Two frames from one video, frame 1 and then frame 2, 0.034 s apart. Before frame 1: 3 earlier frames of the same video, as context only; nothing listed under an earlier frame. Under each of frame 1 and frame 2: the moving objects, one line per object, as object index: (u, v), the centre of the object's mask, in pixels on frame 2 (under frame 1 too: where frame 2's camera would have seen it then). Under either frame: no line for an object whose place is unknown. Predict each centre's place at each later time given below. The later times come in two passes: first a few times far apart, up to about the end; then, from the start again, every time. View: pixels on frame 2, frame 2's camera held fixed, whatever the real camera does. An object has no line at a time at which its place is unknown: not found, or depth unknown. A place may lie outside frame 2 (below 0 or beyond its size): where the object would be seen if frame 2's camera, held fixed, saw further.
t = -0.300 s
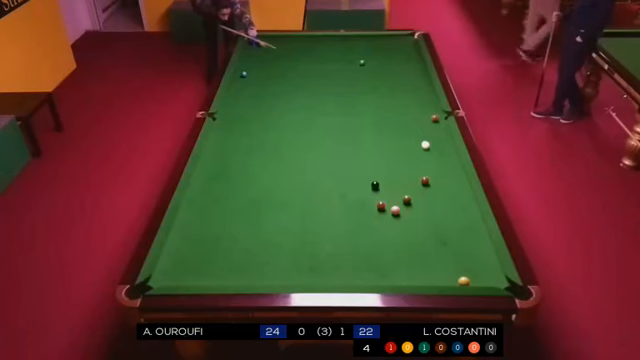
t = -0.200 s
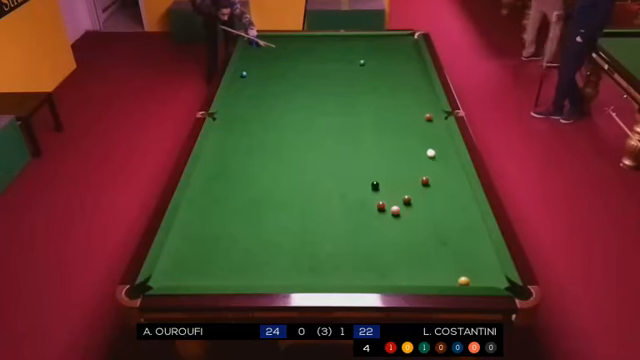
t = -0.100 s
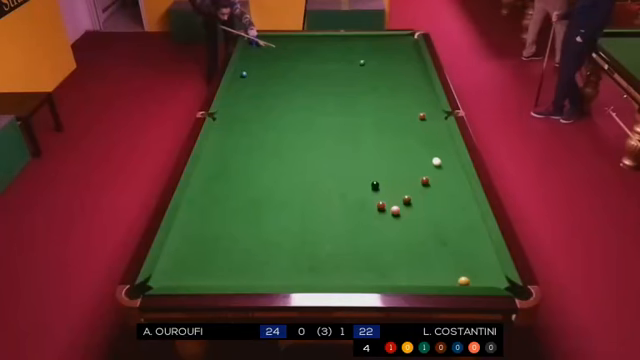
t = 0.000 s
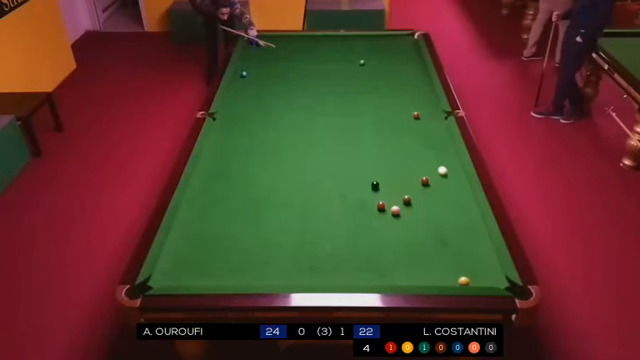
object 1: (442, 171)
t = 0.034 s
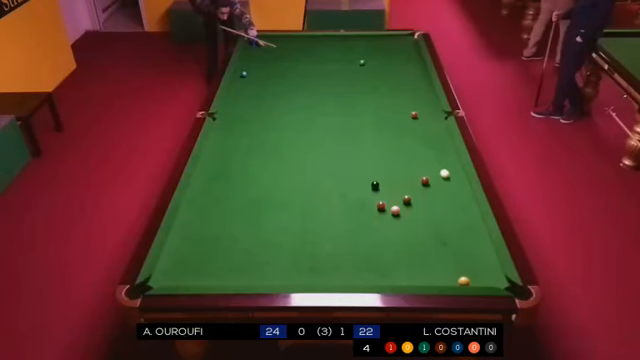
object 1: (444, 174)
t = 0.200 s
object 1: (455, 189)
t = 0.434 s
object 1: (471, 213)
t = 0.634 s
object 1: (484, 236)
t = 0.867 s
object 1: (488, 262)
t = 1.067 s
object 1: (491, 281)
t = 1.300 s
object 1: (488, 263)
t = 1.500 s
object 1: (486, 249)
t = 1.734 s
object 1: (484, 234)
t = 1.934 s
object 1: (479, 224)
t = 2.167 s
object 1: (473, 213)
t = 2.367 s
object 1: (469, 205)
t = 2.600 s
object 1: (464, 197)
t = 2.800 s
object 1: (461, 190)
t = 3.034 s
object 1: (457, 183)
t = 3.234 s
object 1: (455, 178)
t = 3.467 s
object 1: (452, 172)
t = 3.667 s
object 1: (450, 168)
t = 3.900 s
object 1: (447, 164)
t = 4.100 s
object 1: (446, 161)
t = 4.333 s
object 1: (444, 158)
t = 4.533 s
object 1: (443, 156)
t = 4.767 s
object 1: (441, 154)
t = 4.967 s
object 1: (441, 153)
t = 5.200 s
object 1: (440, 151)
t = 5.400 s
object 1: (440, 150)
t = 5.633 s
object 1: (439, 150)
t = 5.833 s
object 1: (439, 150)
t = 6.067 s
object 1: (439, 150)
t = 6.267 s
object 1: (439, 150)
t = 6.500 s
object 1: (439, 150)
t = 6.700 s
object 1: (439, 150)
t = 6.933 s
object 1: (439, 150)
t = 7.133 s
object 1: (439, 150)
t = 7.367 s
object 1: (439, 150)
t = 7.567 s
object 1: (439, 150)
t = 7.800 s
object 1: (439, 150)
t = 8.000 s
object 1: (439, 150)
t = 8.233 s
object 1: (439, 150)
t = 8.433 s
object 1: (439, 150)
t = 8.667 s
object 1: (439, 150)
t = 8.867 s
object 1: (439, 150)
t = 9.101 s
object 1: (439, 150)
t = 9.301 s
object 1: (439, 150)
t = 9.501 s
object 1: (439, 150)
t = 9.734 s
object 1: (439, 150)
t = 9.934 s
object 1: (439, 150)
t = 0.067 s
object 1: (446, 177)
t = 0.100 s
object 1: (449, 180)
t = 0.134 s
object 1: (451, 183)
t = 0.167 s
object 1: (453, 186)
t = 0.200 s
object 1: (455, 189)
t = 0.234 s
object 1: (457, 193)
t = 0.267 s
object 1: (459, 196)
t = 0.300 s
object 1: (462, 200)
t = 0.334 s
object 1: (464, 203)
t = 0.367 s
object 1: (467, 207)
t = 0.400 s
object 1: (469, 210)
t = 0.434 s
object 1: (471, 213)
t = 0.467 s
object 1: (474, 217)
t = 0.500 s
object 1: (476, 221)
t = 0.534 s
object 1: (478, 225)
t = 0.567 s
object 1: (481, 229)
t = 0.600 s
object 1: (483, 233)
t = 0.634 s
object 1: (484, 236)
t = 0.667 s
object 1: (484, 240)
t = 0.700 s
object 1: (485, 243)
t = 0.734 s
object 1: (485, 247)
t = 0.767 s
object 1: (486, 250)
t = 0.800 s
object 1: (487, 254)
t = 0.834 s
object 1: (487, 258)
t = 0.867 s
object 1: (488, 262)
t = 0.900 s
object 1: (488, 265)
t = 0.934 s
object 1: (489, 269)
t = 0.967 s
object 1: (490, 273)
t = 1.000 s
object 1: (491, 277)
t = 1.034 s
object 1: (491, 281)
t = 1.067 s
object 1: (491, 281)
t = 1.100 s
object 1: (491, 279)
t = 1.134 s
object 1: (490, 276)
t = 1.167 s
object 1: (490, 273)
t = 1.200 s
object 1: (490, 271)
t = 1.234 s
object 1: (489, 268)
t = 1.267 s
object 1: (489, 266)
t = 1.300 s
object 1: (488, 263)
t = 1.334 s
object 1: (488, 261)
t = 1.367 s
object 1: (488, 258)
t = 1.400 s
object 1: (487, 256)
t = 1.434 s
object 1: (487, 254)
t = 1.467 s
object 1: (487, 251)
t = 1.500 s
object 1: (486, 249)
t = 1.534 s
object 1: (486, 247)
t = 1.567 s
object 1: (486, 245)
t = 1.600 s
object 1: (485, 243)
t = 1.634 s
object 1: (485, 241)
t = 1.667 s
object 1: (485, 239)
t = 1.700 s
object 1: (484, 236)
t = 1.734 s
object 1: (484, 234)
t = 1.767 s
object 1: (483, 233)
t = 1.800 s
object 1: (482, 231)
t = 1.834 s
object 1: (481, 229)
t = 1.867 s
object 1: (480, 227)
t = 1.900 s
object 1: (480, 225)
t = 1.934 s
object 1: (479, 224)
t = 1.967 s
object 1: (478, 222)
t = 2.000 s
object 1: (477, 220)
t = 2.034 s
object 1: (476, 219)
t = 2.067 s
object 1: (475, 218)
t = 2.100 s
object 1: (474, 216)
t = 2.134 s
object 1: (474, 215)
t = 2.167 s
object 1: (473, 213)
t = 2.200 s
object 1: (472, 212)
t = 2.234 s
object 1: (471, 210)
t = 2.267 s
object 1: (471, 209)
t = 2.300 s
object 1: (470, 208)
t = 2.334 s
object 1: (469, 206)
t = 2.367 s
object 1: (469, 205)
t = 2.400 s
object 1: (468, 204)
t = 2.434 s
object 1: (468, 202)
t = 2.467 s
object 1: (467, 201)
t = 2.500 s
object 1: (467, 200)
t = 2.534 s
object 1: (466, 199)
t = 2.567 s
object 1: (465, 198)
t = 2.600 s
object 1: (464, 197)
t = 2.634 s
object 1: (464, 195)
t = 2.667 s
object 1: (463, 194)
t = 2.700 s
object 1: (462, 193)
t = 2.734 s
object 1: (462, 192)
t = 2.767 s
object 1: (462, 191)
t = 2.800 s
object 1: (461, 190)
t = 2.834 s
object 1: (460, 189)
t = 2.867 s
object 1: (460, 188)
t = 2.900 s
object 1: (459, 187)
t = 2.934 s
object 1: (459, 186)
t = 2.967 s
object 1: (458, 185)
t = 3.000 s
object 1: (458, 184)
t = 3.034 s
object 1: (457, 183)
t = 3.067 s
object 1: (457, 182)
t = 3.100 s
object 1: (457, 181)
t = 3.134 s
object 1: (456, 180)
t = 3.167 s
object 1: (455, 180)
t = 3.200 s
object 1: (455, 179)
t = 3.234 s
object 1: (455, 178)
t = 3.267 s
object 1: (454, 177)
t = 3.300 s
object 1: (454, 176)
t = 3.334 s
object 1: (453, 175)
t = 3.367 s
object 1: (453, 175)
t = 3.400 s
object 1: (453, 174)
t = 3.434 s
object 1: (452, 173)
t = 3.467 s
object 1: (452, 172)
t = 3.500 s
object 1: (452, 172)
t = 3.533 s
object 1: (451, 171)
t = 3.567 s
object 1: (451, 170)
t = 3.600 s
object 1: (451, 170)
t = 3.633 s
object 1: (450, 169)
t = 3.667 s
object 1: (450, 168)
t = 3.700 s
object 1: (449, 168)
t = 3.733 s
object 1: (449, 167)
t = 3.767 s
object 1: (449, 167)
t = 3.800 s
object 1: (449, 166)
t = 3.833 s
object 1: (448, 165)
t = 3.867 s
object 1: (448, 165)
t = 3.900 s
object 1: (447, 164)
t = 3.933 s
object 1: (447, 164)
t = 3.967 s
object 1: (447, 163)
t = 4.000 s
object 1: (446, 163)
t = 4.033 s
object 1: (446, 162)
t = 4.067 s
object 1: (446, 162)
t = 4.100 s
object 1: (446, 161)
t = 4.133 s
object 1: (445, 161)
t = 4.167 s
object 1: (445, 160)
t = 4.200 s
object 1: (445, 160)
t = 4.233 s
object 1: (445, 159)
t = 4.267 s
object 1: (444, 159)
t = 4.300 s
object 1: (444, 159)
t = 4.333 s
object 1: (444, 158)
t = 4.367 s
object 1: (444, 158)
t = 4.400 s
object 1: (444, 157)
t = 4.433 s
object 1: (443, 157)
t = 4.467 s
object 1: (443, 157)
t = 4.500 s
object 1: (443, 156)
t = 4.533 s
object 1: (443, 156)
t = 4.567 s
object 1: (442, 156)
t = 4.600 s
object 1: (442, 155)
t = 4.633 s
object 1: (442, 155)
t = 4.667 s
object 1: (442, 155)
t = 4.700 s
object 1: (442, 154)
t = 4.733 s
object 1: (442, 154)
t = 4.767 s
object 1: (441, 154)
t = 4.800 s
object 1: (441, 154)
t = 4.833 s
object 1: (441, 153)
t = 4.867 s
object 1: (441, 153)
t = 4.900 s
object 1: (441, 153)
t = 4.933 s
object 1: (441, 153)
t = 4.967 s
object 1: (441, 153)
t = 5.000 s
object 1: (441, 152)
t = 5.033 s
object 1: (440, 152)
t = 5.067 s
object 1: (440, 152)
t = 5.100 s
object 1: (440, 152)
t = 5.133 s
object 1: (440, 152)
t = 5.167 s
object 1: (440, 151)
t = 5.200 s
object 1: (440, 151)
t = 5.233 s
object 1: (440, 151)
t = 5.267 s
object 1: (440, 151)
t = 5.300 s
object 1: (440, 151)
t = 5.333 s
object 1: (440, 151)
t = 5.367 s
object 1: (440, 151)
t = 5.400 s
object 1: (440, 150)
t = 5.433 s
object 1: (440, 150)
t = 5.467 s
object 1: (440, 151)
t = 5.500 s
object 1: (440, 150)
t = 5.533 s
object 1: (439, 150)
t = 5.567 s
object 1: (439, 150)
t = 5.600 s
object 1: (439, 150)
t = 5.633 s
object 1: (439, 150)
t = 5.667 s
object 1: (439, 150)
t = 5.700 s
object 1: (439, 150)
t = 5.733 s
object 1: (439, 150)
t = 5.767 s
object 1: (439, 150)
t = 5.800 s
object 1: (439, 150)
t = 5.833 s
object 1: (439, 150)
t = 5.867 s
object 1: (439, 150)
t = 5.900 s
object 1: (439, 150)
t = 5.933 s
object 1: (439, 150)
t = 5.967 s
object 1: (439, 150)
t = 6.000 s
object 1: (439, 150)
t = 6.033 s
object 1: (439, 150)
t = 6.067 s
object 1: (439, 150)
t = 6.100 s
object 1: (439, 150)
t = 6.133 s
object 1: (439, 150)
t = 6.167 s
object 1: (439, 150)
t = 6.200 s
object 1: (439, 150)
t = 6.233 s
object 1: (439, 150)
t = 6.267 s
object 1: (439, 150)
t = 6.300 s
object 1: (439, 150)
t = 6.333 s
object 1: (439, 150)
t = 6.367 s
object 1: (439, 150)
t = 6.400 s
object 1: (439, 150)
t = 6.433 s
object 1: (439, 150)
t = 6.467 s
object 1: (439, 150)
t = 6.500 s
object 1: (439, 150)
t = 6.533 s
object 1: (439, 150)
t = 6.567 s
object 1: (439, 150)
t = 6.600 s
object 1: (439, 150)
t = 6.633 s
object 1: (439, 150)
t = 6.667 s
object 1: (439, 150)
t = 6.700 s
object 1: (439, 150)
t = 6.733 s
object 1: (439, 150)
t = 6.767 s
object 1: (439, 150)
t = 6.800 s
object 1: (439, 150)
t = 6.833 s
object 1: (439, 150)
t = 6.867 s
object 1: (439, 150)
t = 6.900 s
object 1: (439, 150)
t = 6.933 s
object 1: (439, 150)
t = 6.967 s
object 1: (439, 150)
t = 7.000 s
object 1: (439, 150)
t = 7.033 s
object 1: (439, 150)
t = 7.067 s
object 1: (439, 150)
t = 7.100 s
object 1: (439, 150)
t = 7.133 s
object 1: (439, 150)
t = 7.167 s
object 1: (439, 150)
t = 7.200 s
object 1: (439, 150)
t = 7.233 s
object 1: (439, 150)
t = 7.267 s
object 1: (439, 150)
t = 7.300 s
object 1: (439, 150)
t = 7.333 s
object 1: (439, 150)
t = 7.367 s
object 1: (439, 150)
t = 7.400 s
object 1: (439, 150)
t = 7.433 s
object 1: (439, 150)
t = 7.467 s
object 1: (439, 150)
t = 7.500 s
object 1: (439, 150)
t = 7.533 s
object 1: (439, 150)
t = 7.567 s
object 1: (439, 150)
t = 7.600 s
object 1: (439, 150)
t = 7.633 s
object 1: (439, 150)
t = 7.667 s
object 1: (439, 150)
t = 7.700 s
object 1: (439, 150)
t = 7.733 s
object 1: (439, 150)
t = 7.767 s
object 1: (439, 150)
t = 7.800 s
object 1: (439, 150)
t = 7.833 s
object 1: (439, 150)
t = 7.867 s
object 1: (439, 150)
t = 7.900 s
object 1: (439, 150)
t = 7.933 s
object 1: (439, 150)
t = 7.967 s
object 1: (439, 150)
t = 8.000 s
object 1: (439, 150)
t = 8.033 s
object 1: (439, 150)
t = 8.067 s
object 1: (439, 150)
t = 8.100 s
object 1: (439, 150)
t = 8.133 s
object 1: (439, 150)
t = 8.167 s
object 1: (439, 150)
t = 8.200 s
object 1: (439, 150)
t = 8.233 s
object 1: (439, 150)
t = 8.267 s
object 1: (439, 150)
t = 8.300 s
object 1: (439, 150)
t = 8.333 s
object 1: (439, 150)
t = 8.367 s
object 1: (439, 150)
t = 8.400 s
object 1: (439, 150)
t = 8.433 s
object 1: (439, 150)
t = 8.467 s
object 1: (439, 150)
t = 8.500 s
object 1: (439, 150)
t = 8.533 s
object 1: (439, 150)
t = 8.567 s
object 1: (439, 150)
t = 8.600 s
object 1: (439, 150)
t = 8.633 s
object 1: (439, 150)
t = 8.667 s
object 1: (439, 150)
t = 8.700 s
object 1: (439, 150)
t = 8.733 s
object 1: (439, 150)
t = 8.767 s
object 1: (439, 150)
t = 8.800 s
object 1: (439, 150)
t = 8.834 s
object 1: (439, 150)
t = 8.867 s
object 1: (439, 150)
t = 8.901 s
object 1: (439, 150)
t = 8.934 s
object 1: (439, 150)
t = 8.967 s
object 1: (439, 150)
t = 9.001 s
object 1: (439, 150)
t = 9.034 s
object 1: (439, 150)
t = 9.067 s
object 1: (439, 150)
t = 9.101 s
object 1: (439, 150)
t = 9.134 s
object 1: (439, 150)
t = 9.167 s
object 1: (439, 150)
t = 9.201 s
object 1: (439, 150)
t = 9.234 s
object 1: (439, 150)
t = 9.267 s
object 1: (439, 150)
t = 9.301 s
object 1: (439, 150)
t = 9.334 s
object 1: (439, 150)
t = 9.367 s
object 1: (439, 150)
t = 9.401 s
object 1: (439, 150)
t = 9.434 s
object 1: (439, 150)
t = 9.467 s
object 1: (439, 150)
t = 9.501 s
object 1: (439, 150)
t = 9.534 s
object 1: (439, 150)
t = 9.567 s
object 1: (439, 150)
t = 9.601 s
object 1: (439, 150)
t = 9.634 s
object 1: (439, 150)
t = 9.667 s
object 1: (439, 150)
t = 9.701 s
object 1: (439, 150)
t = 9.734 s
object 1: (439, 150)
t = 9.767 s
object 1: (439, 150)
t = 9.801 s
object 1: (439, 150)
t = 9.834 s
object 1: (439, 150)
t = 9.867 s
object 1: (439, 150)
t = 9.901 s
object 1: (439, 150)
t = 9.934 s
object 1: (439, 150)
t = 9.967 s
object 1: (439, 150)
